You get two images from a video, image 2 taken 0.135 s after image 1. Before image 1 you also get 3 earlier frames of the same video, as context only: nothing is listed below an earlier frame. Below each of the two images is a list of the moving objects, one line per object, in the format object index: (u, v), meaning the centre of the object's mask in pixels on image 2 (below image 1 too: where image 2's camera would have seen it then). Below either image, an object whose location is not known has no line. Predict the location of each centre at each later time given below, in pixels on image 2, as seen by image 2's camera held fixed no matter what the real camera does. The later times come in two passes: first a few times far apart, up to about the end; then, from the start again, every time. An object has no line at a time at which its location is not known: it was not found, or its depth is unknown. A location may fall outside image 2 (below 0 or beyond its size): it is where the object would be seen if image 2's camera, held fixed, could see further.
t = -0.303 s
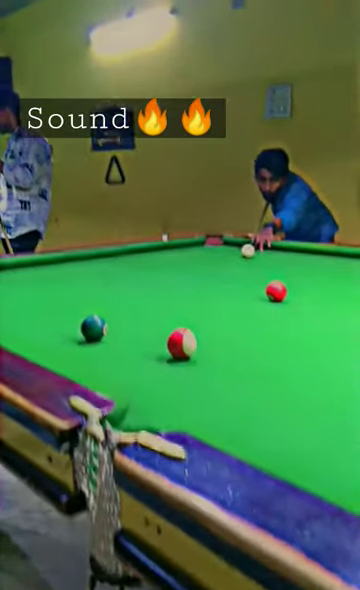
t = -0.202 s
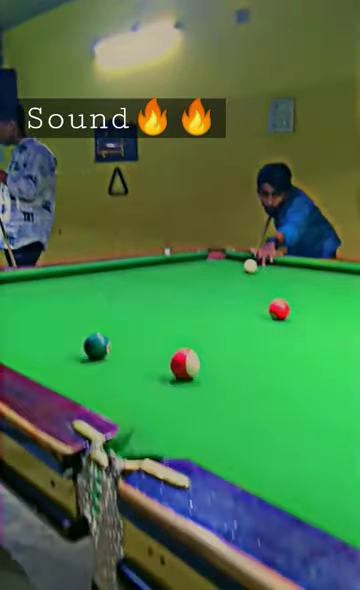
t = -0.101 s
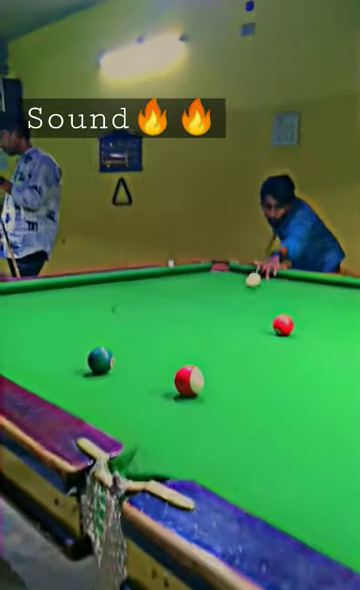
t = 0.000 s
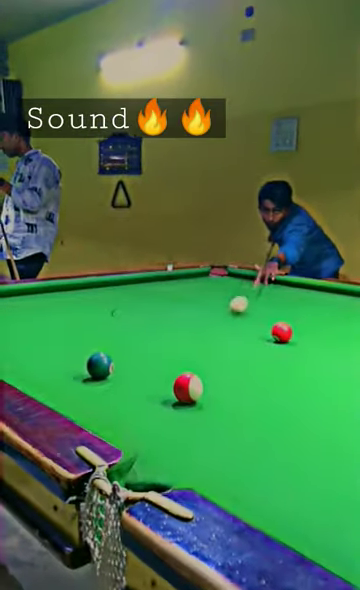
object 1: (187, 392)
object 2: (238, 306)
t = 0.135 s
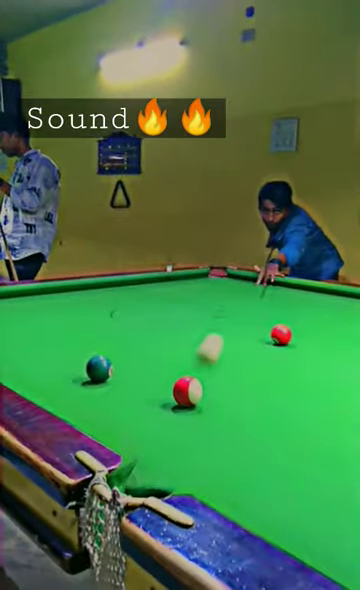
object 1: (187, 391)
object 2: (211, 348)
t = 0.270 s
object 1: (172, 454)
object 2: (168, 378)
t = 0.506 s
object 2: (111, 400)
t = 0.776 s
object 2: (229, 386)
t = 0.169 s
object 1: (187, 391)
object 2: (200, 362)
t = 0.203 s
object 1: (186, 395)
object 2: (187, 371)
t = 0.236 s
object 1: (180, 418)
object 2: (177, 375)
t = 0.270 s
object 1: (172, 454)
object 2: (168, 378)
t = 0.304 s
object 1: (156, 480)
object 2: (157, 381)
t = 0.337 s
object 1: (132, 483)
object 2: (146, 385)
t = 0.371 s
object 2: (135, 389)
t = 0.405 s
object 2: (122, 394)
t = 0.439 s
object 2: (109, 400)
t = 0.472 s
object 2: (98, 402)
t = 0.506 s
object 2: (111, 400)
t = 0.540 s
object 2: (129, 399)
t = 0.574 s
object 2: (145, 397)
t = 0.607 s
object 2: (160, 394)
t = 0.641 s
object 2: (175, 393)
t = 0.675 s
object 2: (188, 391)
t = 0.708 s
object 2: (203, 389)
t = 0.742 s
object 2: (216, 387)
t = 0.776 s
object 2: (229, 386)
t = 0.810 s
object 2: (242, 384)
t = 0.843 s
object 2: (254, 383)
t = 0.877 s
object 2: (266, 381)
